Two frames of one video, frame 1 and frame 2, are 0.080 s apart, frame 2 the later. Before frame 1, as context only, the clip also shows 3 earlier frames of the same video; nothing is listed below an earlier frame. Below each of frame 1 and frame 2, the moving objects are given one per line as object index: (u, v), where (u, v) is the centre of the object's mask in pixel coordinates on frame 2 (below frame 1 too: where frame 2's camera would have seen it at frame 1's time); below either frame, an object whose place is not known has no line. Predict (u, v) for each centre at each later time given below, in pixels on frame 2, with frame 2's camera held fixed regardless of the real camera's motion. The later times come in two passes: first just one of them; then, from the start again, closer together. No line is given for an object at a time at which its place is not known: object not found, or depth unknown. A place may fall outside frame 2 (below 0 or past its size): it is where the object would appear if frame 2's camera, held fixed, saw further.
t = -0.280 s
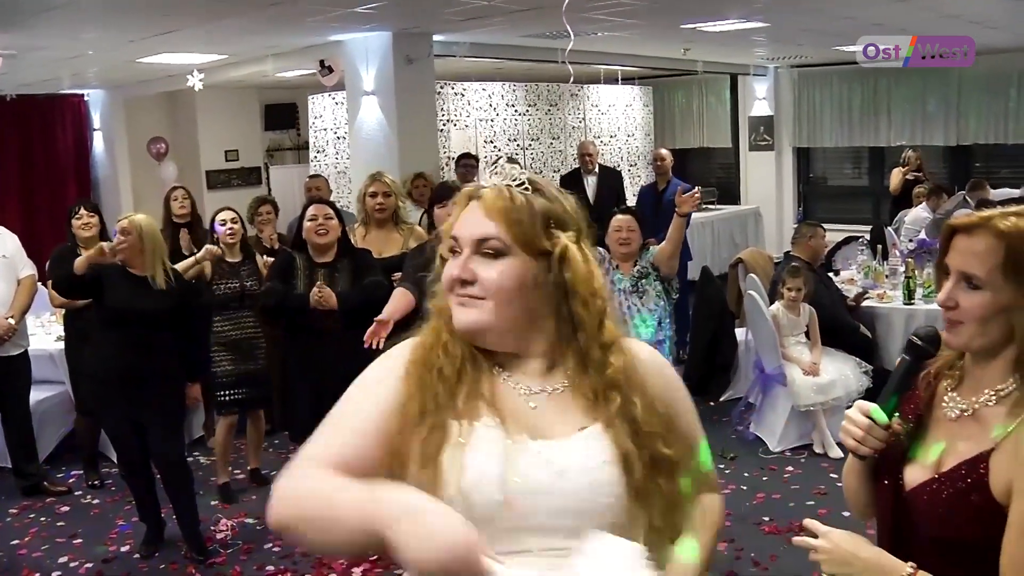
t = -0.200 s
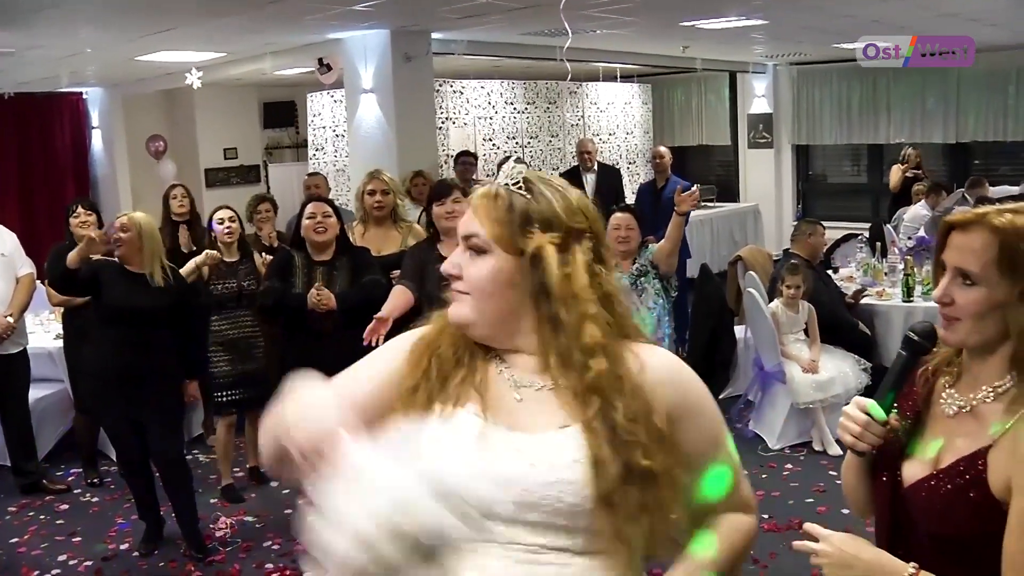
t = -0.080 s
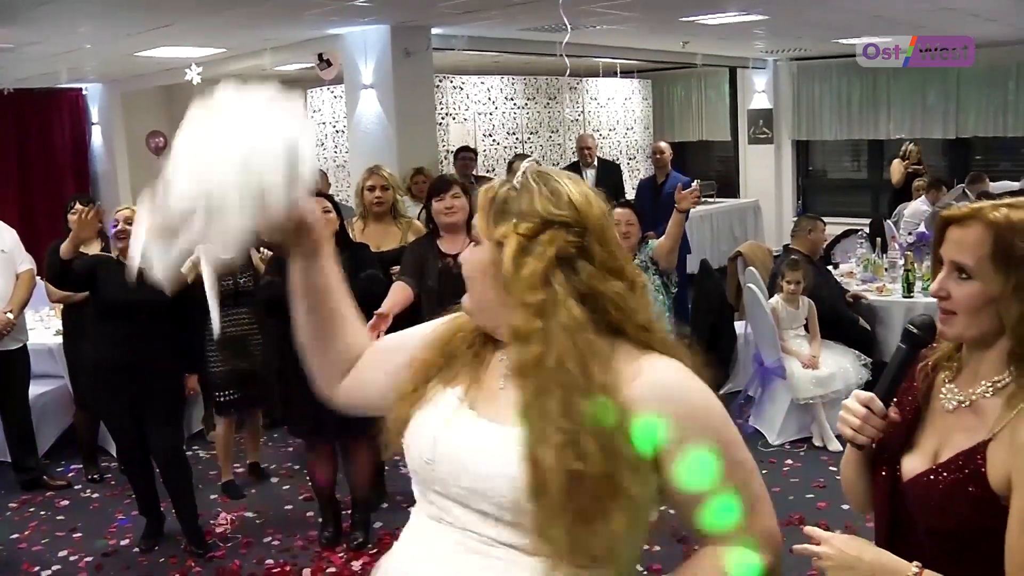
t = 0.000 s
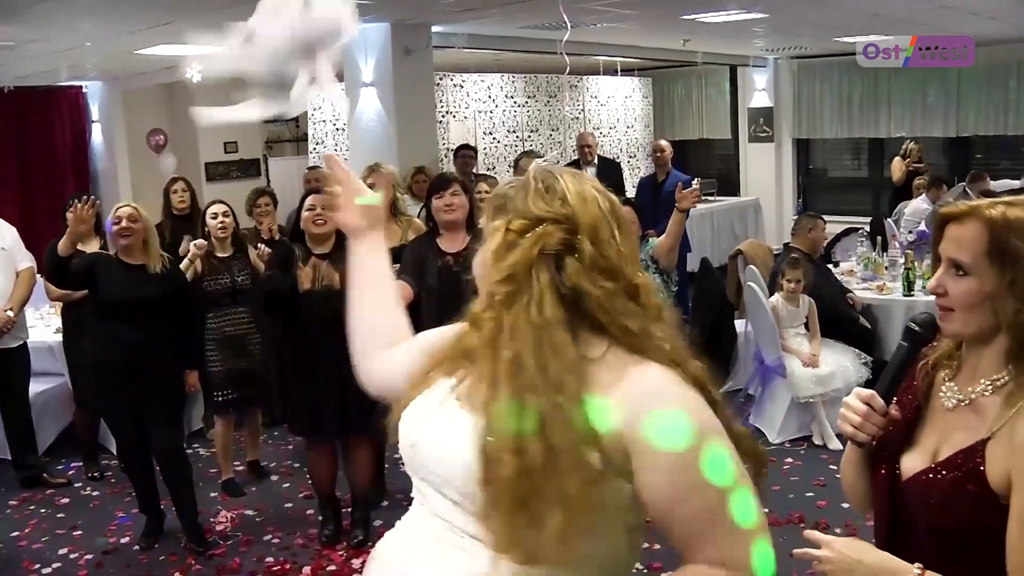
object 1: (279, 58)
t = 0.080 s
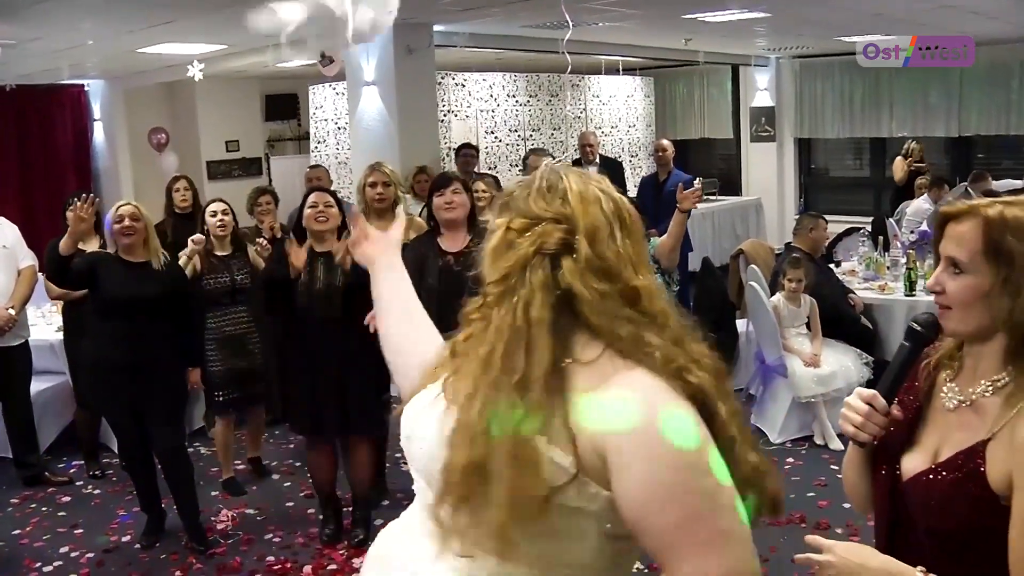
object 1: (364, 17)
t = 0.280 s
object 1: (399, 23)
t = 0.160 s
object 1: (378, 16)
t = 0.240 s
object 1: (400, 22)
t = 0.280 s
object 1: (399, 23)
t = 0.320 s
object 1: (411, 37)
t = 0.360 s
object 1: (418, 61)
